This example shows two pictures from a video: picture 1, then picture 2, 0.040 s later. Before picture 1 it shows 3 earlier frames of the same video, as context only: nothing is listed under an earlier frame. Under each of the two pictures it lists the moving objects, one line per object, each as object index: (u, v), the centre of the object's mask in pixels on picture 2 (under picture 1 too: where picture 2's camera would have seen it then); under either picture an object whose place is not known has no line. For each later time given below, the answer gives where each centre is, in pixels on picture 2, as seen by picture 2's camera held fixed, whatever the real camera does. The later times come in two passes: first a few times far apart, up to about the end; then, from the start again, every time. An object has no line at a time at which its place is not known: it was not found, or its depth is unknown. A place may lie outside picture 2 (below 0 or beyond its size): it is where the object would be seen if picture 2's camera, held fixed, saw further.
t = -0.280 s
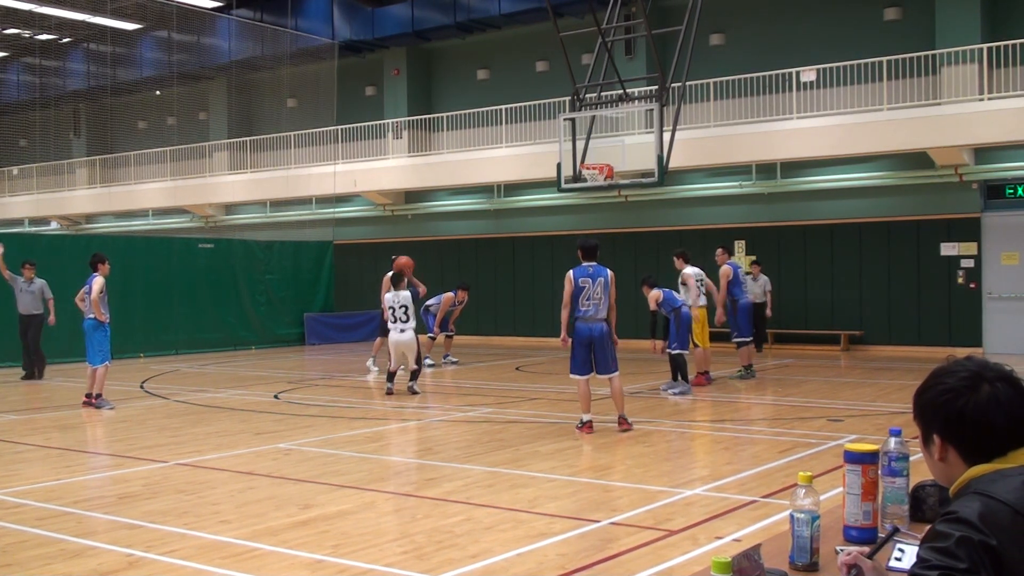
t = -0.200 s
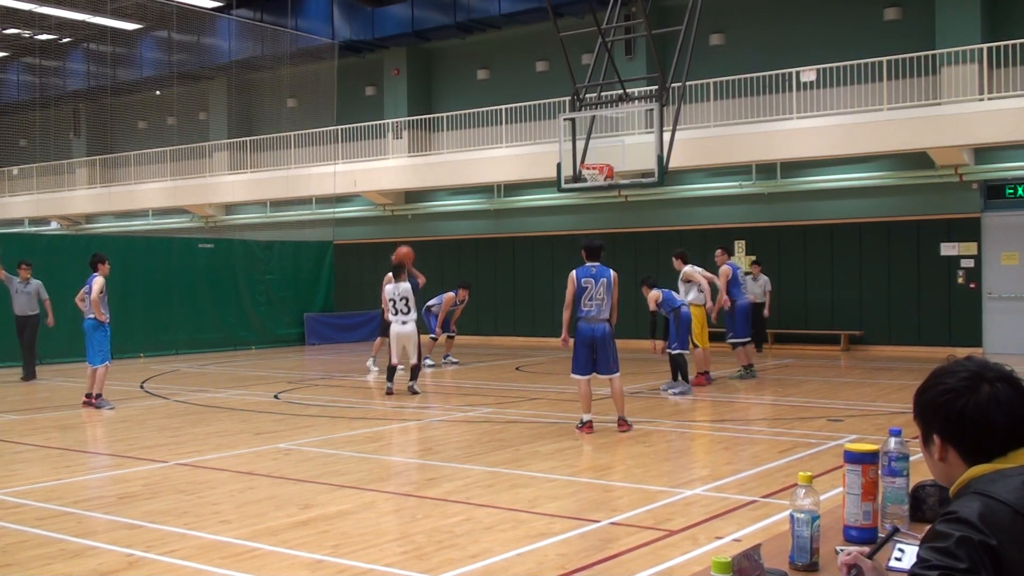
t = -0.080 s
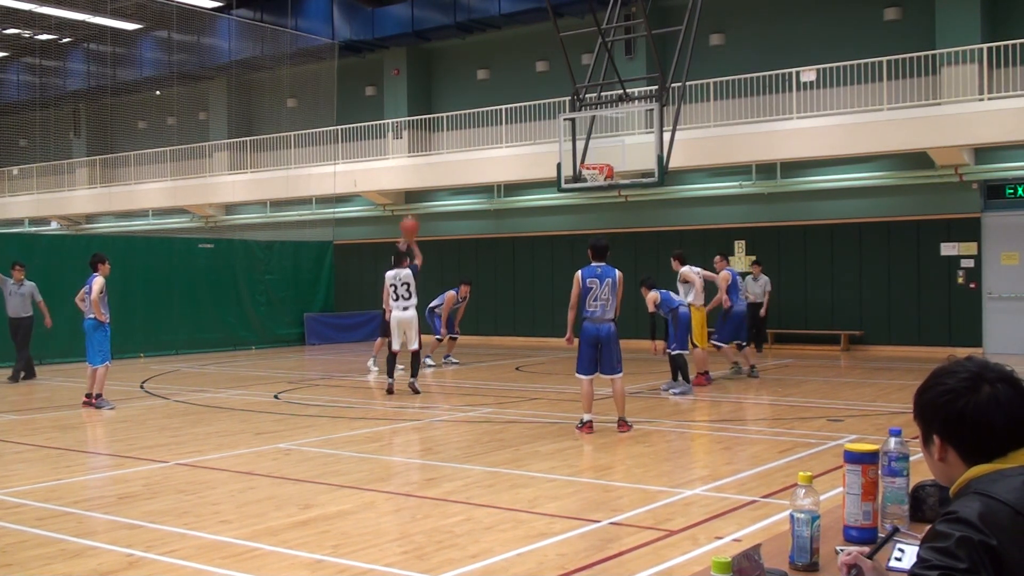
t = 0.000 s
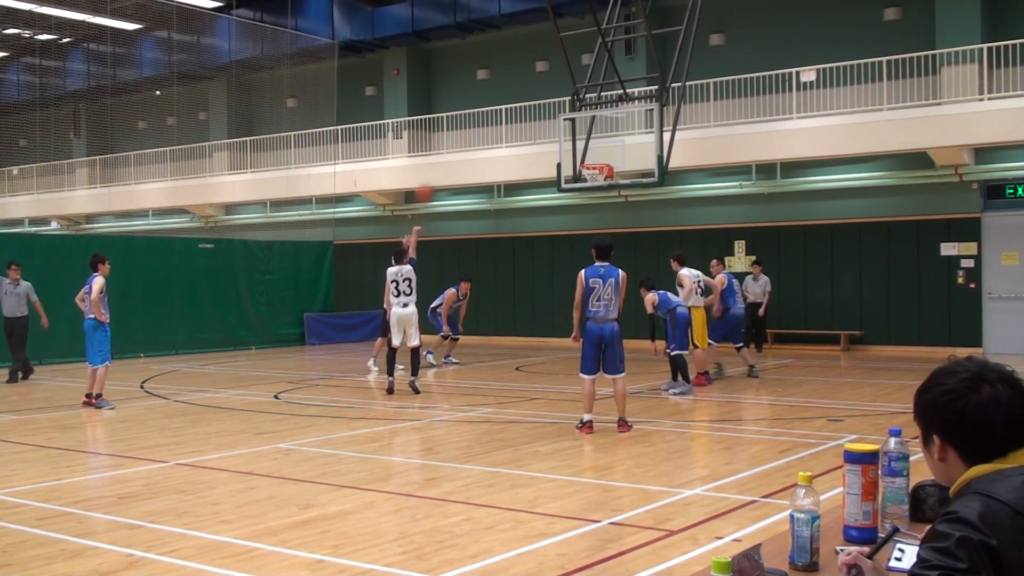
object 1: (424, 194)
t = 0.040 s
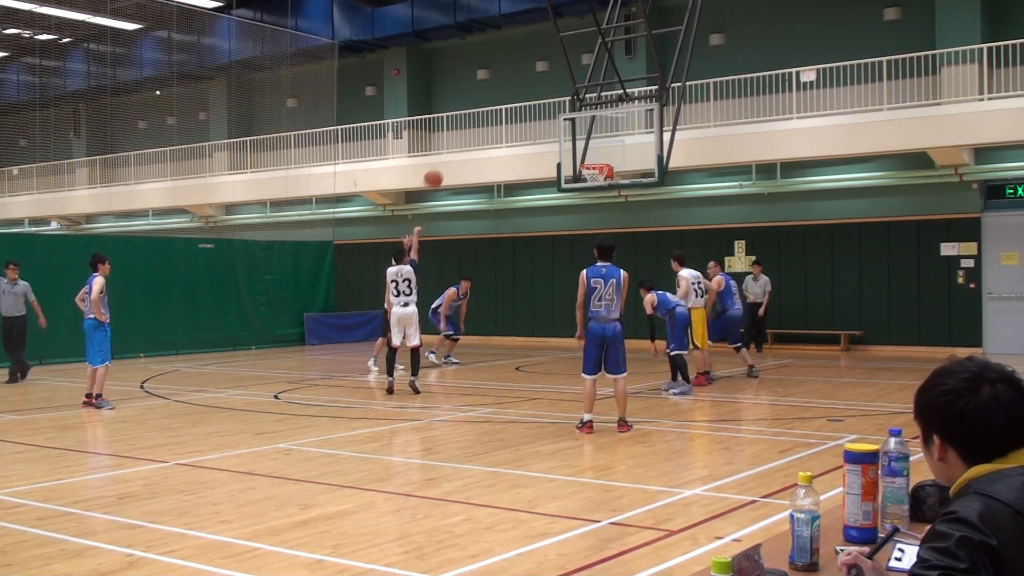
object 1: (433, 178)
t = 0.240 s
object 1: (474, 127)
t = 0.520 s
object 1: (526, 104)
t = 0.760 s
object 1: (566, 128)
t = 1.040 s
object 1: (594, 144)
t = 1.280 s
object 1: (603, 149)
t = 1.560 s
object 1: (600, 149)
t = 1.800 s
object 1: (593, 154)
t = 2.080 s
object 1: (587, 158)
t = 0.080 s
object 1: (442, 165)
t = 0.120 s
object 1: (450, 154)
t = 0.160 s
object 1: (458, 144)
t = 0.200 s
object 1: (466, 134)
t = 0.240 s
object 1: (474, 127)
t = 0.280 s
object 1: (482, 120)
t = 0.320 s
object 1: (489, 114)
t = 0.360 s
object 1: (497, 110)
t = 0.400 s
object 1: (504, 107)
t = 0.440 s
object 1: (511, 105)
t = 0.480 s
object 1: (519, 103)
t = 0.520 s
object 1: (526, 104)
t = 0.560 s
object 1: (532, 106)
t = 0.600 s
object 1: (539, 109)
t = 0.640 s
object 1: (547, 112)
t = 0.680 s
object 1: (553, 117)
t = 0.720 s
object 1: (560, 122)
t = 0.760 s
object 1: (566, 128)
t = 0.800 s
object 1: (572, 135)
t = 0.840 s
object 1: (579, 143)
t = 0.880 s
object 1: (585, 152)
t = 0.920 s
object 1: (589, 156)
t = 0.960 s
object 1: (590, 151)
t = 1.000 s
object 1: (592, 147)
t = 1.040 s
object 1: (594, 144)
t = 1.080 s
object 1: (595, 143)
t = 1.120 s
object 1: (597, 142)
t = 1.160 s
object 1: (598, 143)
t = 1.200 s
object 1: (600, 143)
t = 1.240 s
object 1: (602, 146)
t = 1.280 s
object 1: (603, 149)
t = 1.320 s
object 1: (605, 154)
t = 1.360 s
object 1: (606, 157)
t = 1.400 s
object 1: (605, 154)
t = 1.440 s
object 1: (604, 151)
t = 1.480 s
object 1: (602, 149)
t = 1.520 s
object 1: (601, 148)
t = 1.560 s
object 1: (600, 149)
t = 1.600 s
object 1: (598, 150)
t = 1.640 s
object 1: (597, 152)
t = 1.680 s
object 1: (595, 154)
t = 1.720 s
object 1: (594, 157)
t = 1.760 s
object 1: (594, 156)
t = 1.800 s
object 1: (593, 154)
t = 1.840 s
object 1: (592, 152)
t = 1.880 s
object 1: (591, 152)
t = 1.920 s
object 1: (591, 152)
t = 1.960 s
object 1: (591, 153)
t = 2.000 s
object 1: (590, 155)
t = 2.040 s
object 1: (589, 157)
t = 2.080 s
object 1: (587, 158)
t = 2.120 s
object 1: (586, 162)
